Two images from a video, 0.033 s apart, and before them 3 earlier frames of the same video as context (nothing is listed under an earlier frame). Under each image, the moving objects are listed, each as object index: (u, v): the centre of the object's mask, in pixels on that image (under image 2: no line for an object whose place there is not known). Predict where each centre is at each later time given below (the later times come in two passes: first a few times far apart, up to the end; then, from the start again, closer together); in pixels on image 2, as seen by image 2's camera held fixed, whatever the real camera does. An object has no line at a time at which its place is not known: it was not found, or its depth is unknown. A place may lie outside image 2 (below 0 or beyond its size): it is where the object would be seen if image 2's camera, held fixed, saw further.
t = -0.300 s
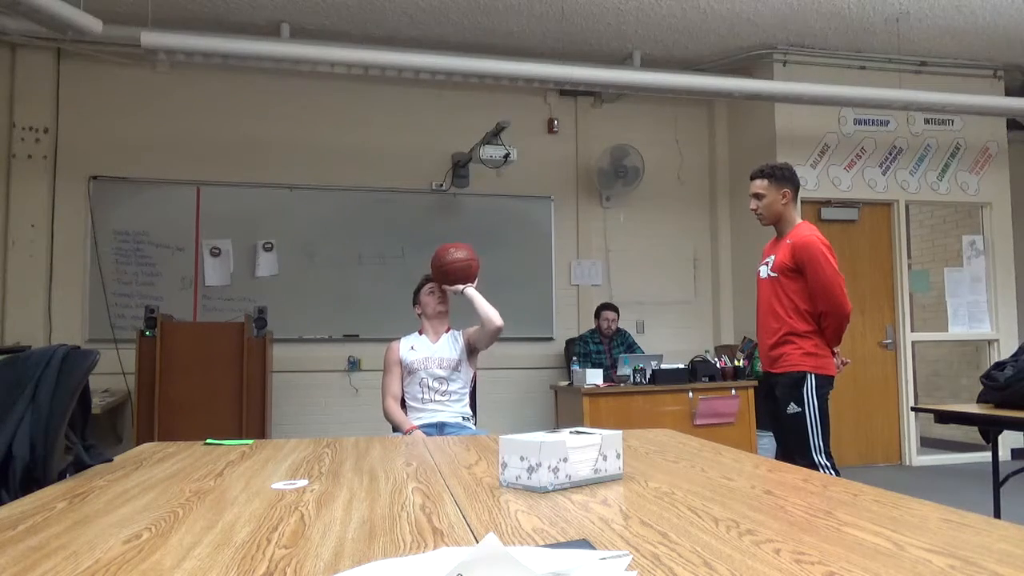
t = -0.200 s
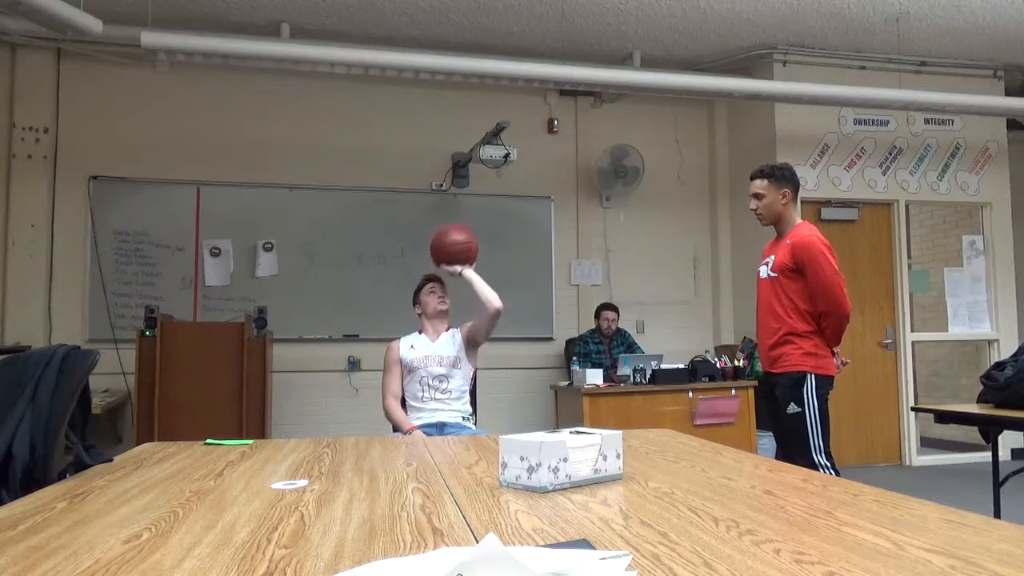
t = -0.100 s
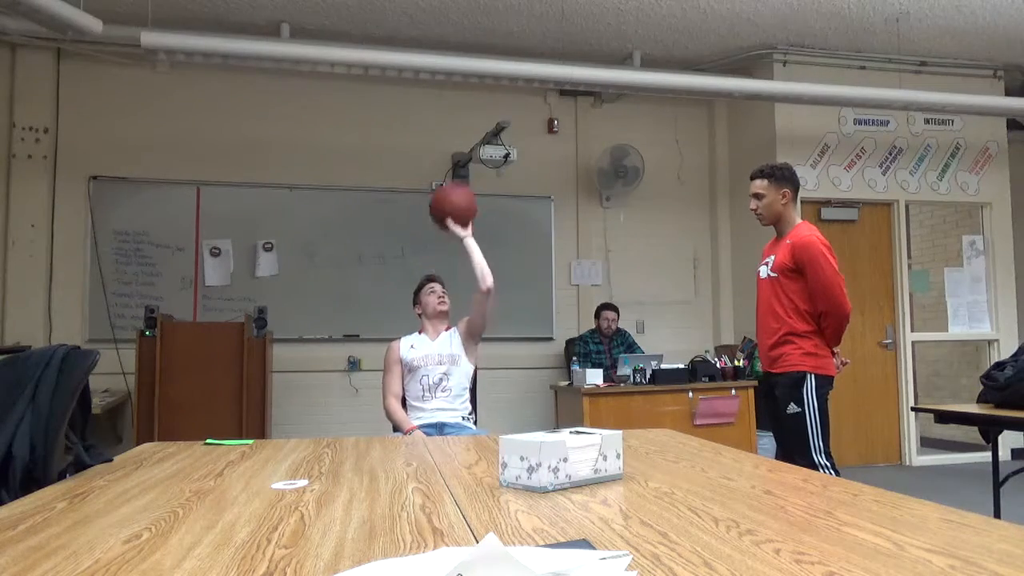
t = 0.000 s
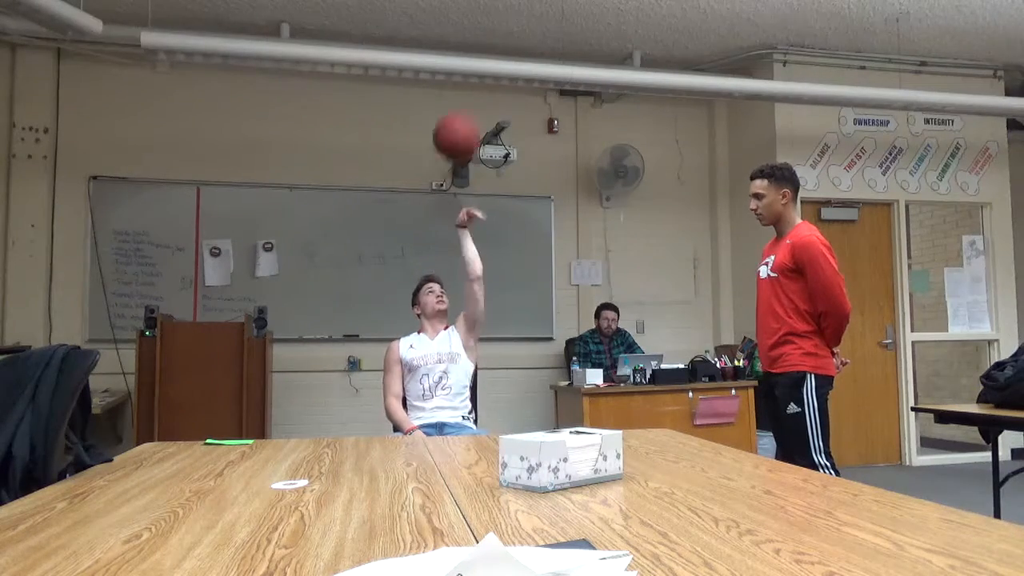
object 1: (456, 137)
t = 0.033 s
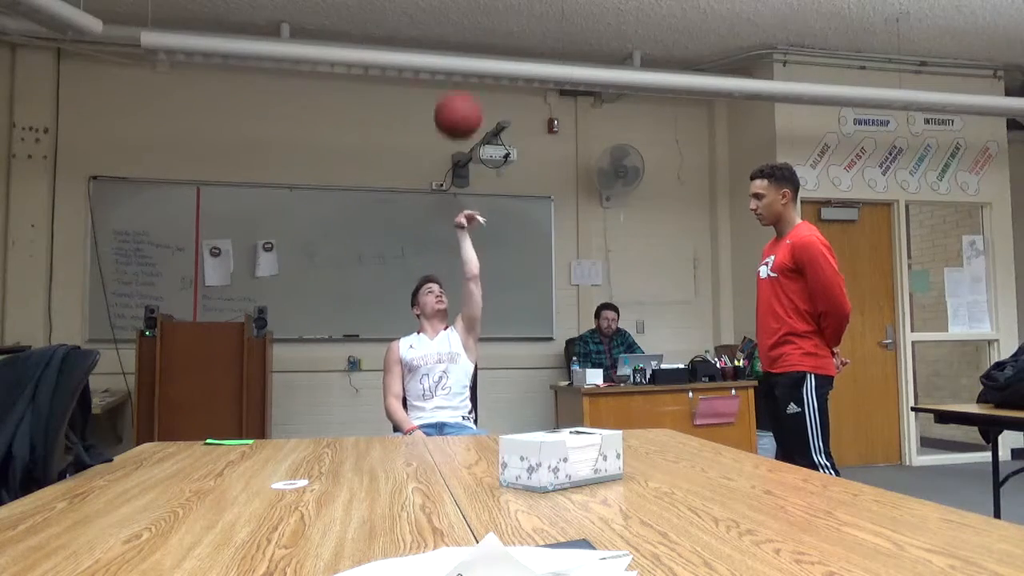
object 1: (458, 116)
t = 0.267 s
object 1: (469, 26)
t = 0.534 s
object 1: (483, 51)
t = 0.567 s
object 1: (484, 63)
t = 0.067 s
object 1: (460, 97)
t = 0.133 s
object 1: (462, 65)
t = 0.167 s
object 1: (464, 52)
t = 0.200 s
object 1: (465, 41)
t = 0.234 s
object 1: (467, 33)
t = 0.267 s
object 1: (469, 26)
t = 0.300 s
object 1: (471, 22)
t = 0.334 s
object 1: (472, 21)
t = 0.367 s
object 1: (474, 21)
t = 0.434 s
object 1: (477, 25)
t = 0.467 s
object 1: (479, 30)
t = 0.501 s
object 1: (481, 39)
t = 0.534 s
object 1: (483, 51)
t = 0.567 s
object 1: (484, 63)
